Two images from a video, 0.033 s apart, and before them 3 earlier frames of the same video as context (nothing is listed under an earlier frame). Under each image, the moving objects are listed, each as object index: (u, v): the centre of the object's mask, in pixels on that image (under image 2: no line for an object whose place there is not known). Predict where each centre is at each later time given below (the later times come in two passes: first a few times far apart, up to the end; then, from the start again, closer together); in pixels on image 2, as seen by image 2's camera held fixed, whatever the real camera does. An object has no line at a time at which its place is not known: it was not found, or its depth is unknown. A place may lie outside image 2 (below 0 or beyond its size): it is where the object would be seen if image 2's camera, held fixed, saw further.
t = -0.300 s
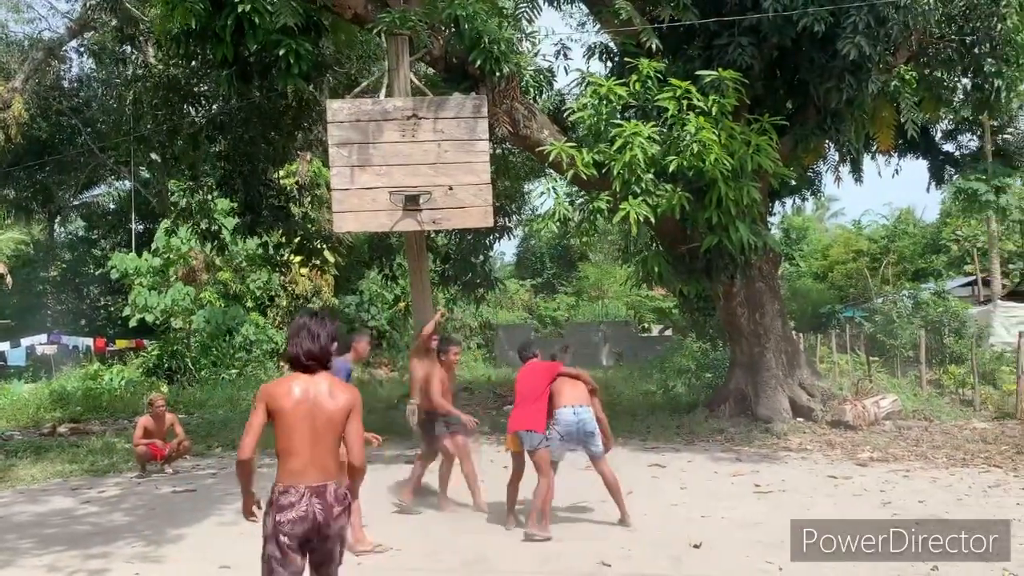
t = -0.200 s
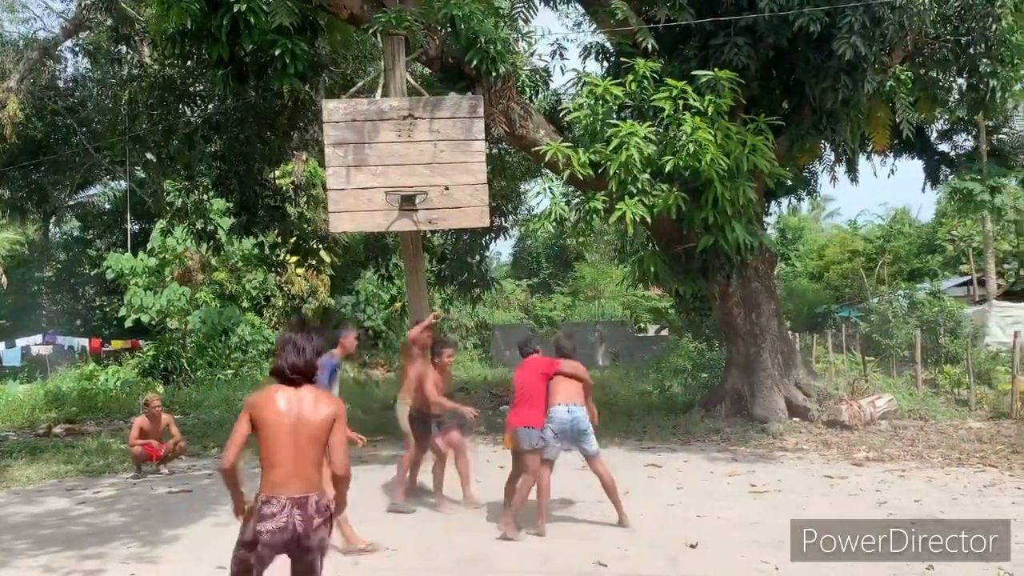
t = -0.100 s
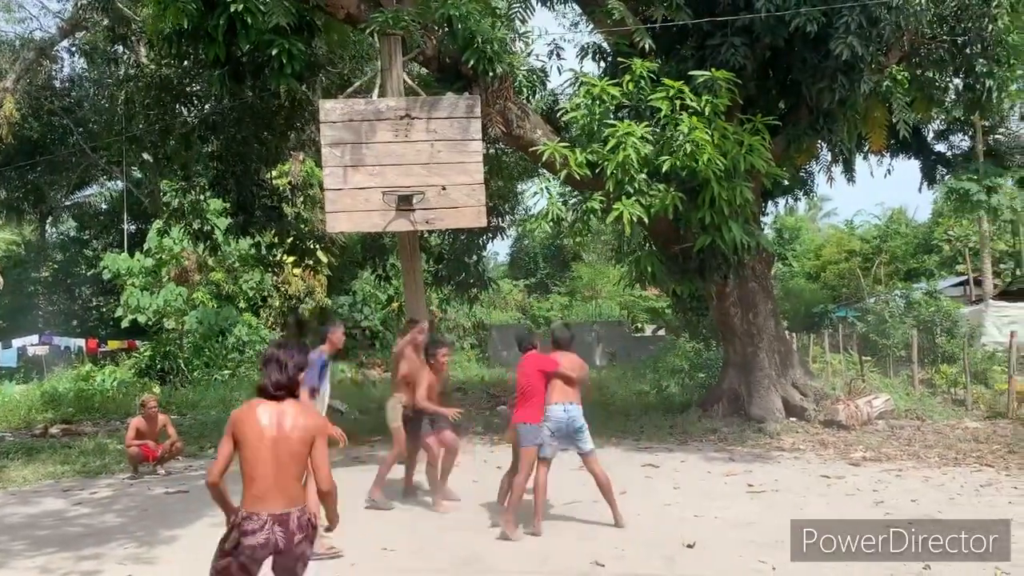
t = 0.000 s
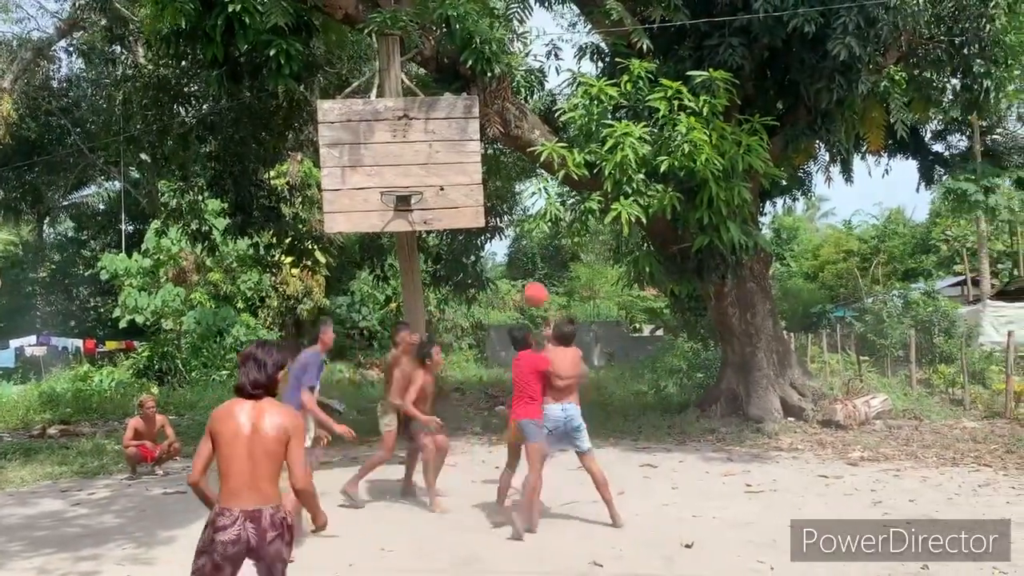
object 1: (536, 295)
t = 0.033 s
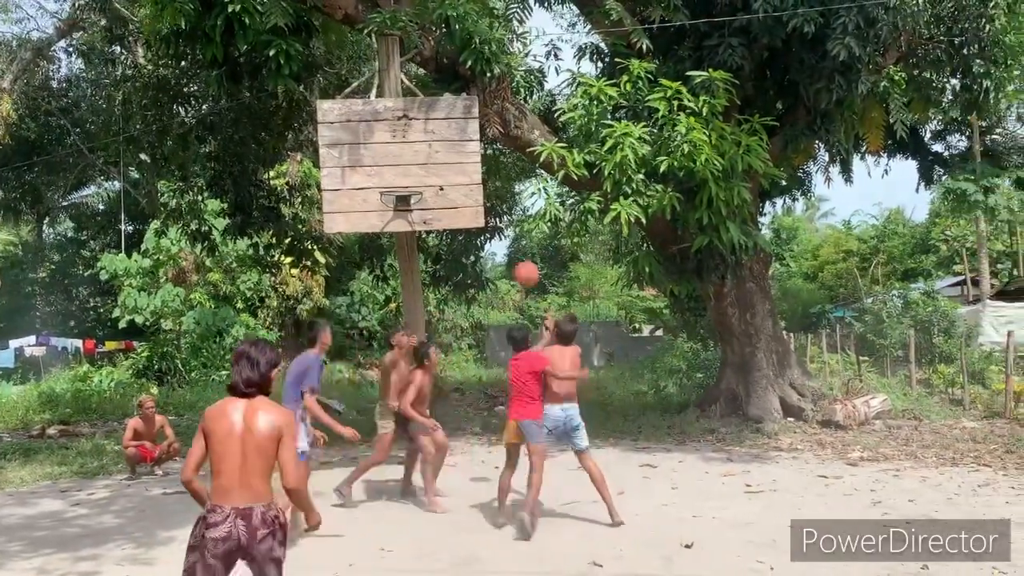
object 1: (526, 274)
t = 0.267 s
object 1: (469, 165)
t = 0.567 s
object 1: (404, 117)
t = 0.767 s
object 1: (372, 116)
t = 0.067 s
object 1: (518, 255)
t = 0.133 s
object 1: (500, 218)
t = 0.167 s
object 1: (494, 204)
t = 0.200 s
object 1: (485, 190)
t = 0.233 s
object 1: (477, 177)
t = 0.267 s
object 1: (469, 165)
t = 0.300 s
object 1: (461, 156)
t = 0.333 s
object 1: (454, 147)
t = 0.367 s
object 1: (447, 139)
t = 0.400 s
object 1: (440, 133)
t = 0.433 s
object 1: (433, 128)
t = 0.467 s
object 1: (426, 123)
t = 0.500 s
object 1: (419, 120)
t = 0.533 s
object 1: (414, 117)
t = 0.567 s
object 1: (404, 117)
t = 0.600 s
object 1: (399, 118)
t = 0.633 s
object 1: (394, 117)
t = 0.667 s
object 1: (388, 113)
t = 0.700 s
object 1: (383, 113)
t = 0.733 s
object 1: (377, 114)
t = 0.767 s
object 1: (372, 116)
